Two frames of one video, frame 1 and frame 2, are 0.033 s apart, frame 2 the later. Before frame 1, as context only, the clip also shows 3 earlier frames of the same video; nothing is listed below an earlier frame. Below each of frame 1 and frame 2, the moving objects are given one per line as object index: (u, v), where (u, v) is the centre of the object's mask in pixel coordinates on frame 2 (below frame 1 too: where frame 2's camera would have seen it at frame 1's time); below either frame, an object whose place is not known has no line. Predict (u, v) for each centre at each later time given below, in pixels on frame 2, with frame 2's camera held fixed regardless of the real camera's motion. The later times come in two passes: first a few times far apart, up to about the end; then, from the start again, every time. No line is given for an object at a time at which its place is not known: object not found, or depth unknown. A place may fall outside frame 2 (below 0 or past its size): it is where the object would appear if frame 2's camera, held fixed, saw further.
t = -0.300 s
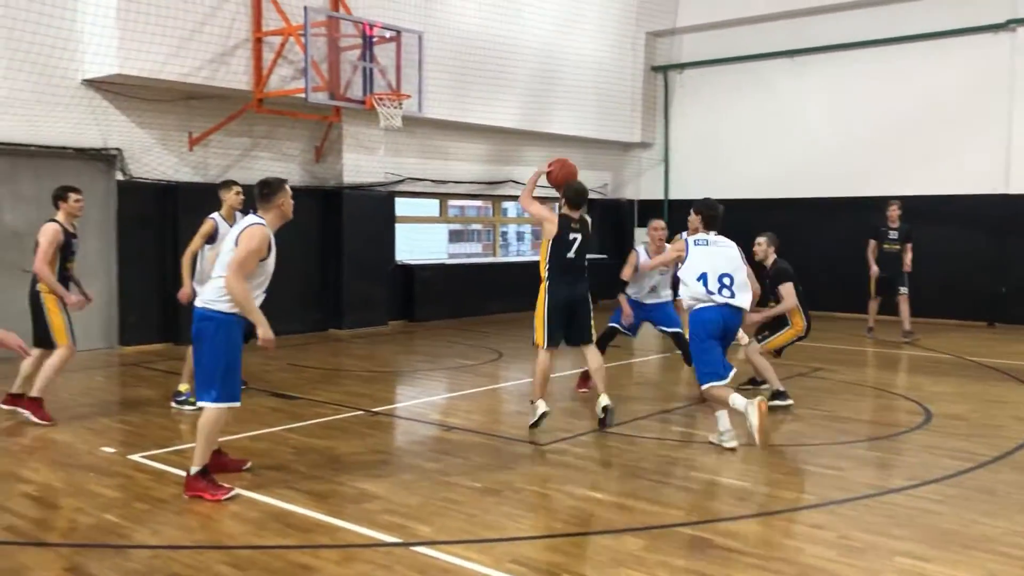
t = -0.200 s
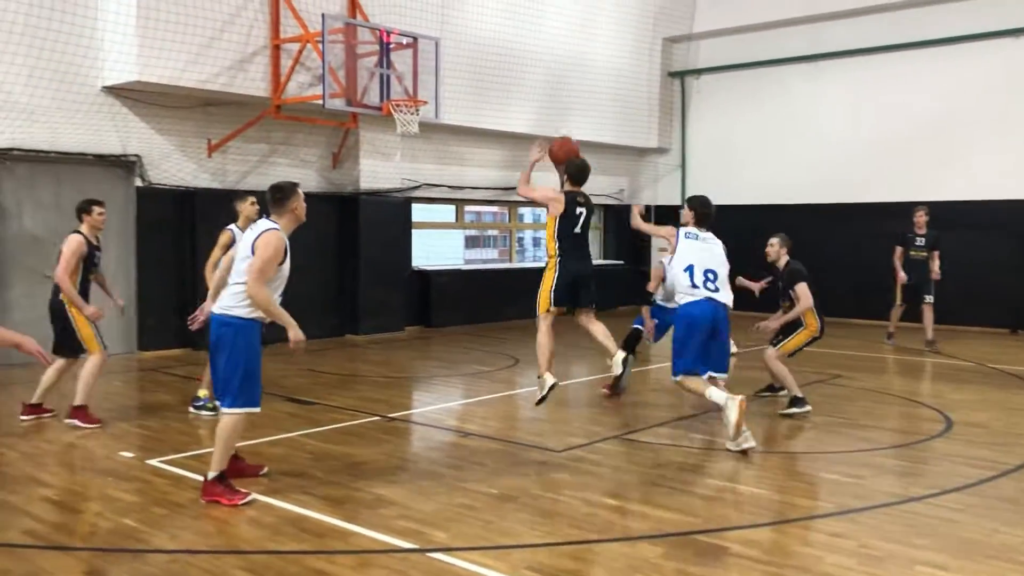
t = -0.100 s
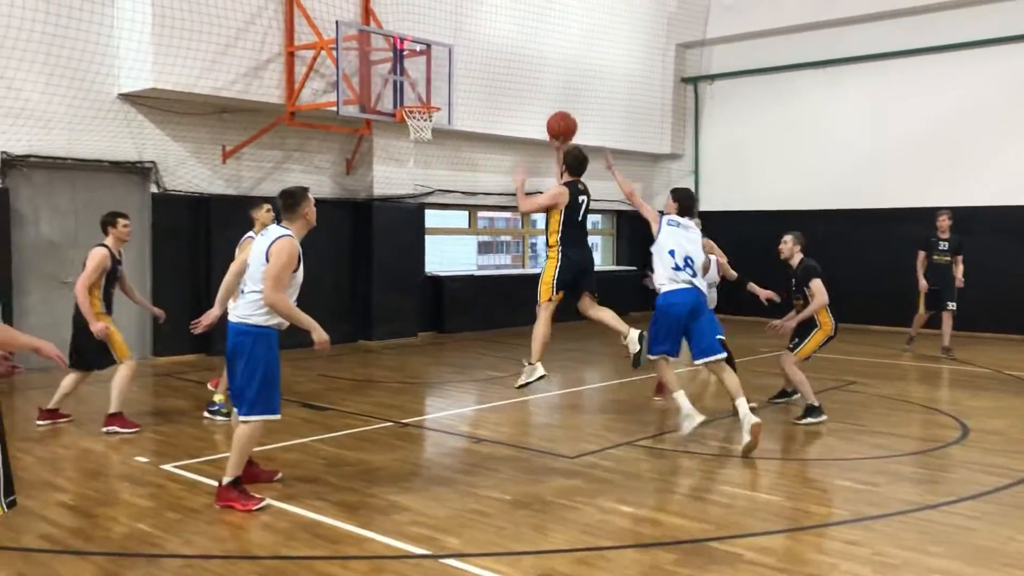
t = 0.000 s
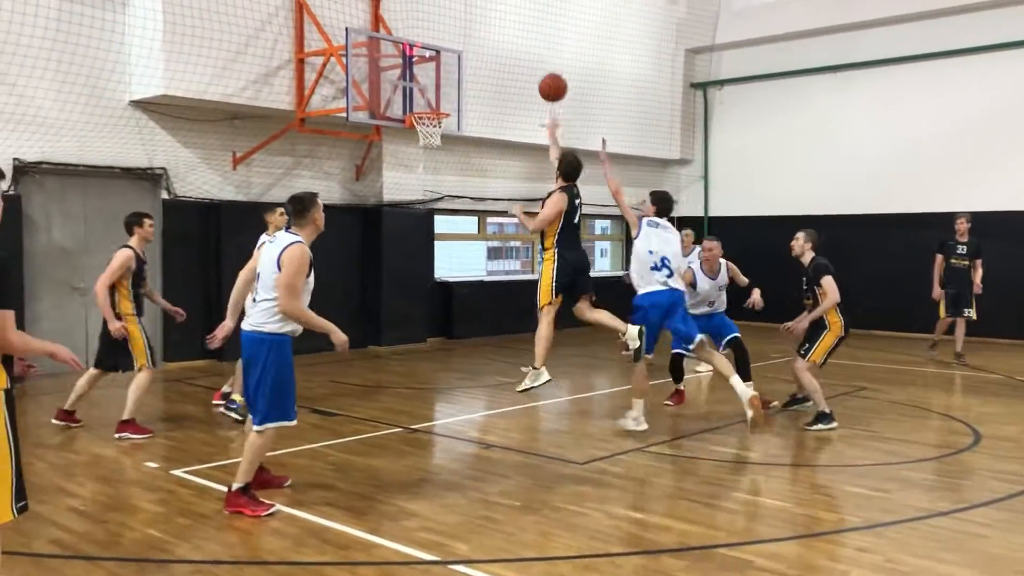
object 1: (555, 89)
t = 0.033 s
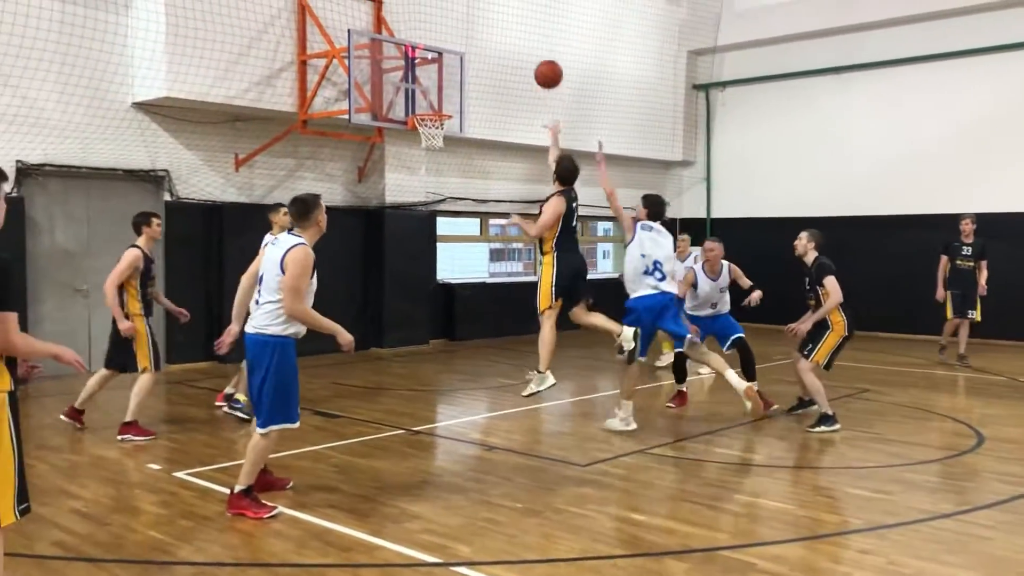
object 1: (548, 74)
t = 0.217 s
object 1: (516, 20)
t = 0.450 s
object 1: (482, 12)
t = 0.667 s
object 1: (456, 49)
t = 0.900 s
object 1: (430, 104)
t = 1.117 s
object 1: (394, 75)
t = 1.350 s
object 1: (349, 88)
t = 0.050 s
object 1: (545, 67)
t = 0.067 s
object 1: (542, 61)
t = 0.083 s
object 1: (539, 54)
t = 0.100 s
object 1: (536, 49)
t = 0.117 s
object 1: (533, 44)
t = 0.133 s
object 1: (530, 38)
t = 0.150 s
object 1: (527, 34)
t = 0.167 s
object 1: (525, 30)
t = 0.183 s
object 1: (521, 26)
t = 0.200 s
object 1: (519, 23)
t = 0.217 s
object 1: (516, 20)
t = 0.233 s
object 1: (513, 18)
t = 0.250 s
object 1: (510, 15)
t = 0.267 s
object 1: (508, 14)
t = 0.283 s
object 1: (505, 12)
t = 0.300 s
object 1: (502, 11)
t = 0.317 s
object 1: (500, 10)
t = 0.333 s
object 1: (498, 9)
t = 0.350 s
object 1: (495, 8)
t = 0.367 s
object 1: (493, 8)
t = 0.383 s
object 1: (491, 8)
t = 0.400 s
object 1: (488, 9)
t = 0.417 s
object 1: (486, 9)
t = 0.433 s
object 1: (483, 11)
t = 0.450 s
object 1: (482, 12)
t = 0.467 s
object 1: (480, 13)
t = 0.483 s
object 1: (477, 15)
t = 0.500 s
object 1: (475, 17)
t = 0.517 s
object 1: (473, 19)
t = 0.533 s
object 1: (471, 22)
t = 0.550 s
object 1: (469, 24)
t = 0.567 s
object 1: (467, 27)
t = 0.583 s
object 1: (465, 30)
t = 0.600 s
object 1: (463, 34)
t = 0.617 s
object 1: (461, 37)
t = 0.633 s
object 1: (459, 41)
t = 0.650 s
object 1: (458, 45)
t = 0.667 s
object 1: (456, 49)
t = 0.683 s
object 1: (454, 53)
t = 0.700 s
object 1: (452, 58)
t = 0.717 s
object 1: (451, 62)
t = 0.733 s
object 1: (449, 68)
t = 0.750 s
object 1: (447, 73)
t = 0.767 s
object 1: (446, 77)
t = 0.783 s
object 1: (443, 83)
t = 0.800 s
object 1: (442, 89)
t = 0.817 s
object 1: (441, 94)
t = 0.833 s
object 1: (438, 101)
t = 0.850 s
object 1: (437, 105)
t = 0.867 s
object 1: (435, 108)
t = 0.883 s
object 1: (433, 107)
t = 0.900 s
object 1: (430, 104)
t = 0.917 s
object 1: (428, 101)
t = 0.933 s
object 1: (425, 98)
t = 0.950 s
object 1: (423, 94)
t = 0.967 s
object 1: (421, 92)
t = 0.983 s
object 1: (417, 89)
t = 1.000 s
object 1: (415, 86)
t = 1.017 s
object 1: (412, 84)
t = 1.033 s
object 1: (408, 82)
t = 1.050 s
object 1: (405, 80)
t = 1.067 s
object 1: (403, 79)
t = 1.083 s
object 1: (400, 78)
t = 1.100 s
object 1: (396, 76)
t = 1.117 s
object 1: (394, 75)
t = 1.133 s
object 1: (391, 74)
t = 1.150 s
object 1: (388, 74)
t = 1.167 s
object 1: (385, 74)
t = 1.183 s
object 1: (382, 75)
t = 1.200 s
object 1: (378, 76)
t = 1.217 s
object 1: (375, 75)
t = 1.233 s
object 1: (372, 76)
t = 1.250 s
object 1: (369, 76)
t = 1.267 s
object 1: (366, 78)
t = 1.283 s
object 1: (362, 79)
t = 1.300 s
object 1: (359, 81)
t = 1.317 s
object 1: (356, 83)
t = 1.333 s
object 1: (352, 86)
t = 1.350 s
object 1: (349, 88)
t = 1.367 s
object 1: (347, 91)
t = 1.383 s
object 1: (342, 94)
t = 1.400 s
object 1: (338, 98)
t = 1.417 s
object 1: (335, 101)
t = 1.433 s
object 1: (333, 106)
